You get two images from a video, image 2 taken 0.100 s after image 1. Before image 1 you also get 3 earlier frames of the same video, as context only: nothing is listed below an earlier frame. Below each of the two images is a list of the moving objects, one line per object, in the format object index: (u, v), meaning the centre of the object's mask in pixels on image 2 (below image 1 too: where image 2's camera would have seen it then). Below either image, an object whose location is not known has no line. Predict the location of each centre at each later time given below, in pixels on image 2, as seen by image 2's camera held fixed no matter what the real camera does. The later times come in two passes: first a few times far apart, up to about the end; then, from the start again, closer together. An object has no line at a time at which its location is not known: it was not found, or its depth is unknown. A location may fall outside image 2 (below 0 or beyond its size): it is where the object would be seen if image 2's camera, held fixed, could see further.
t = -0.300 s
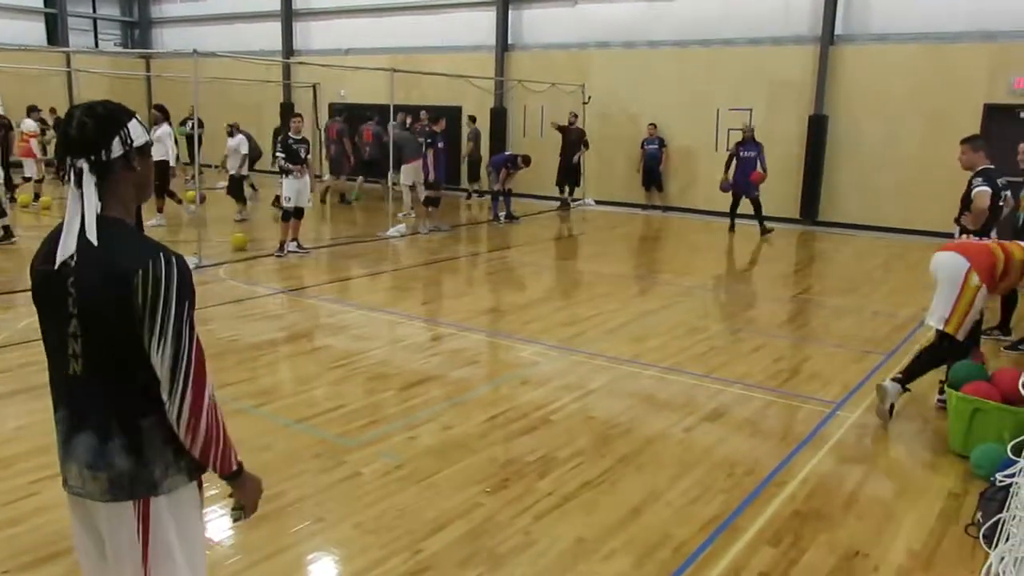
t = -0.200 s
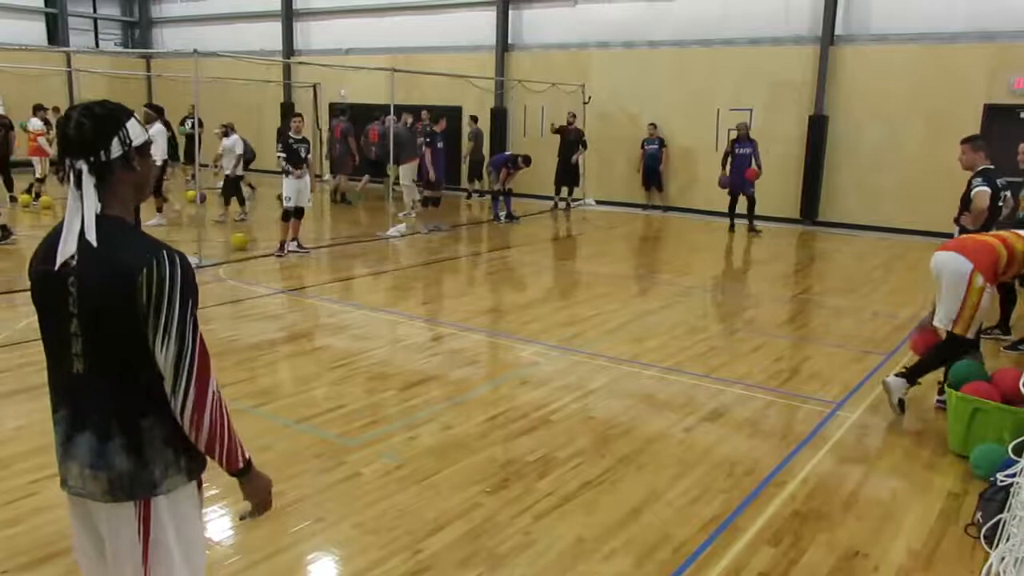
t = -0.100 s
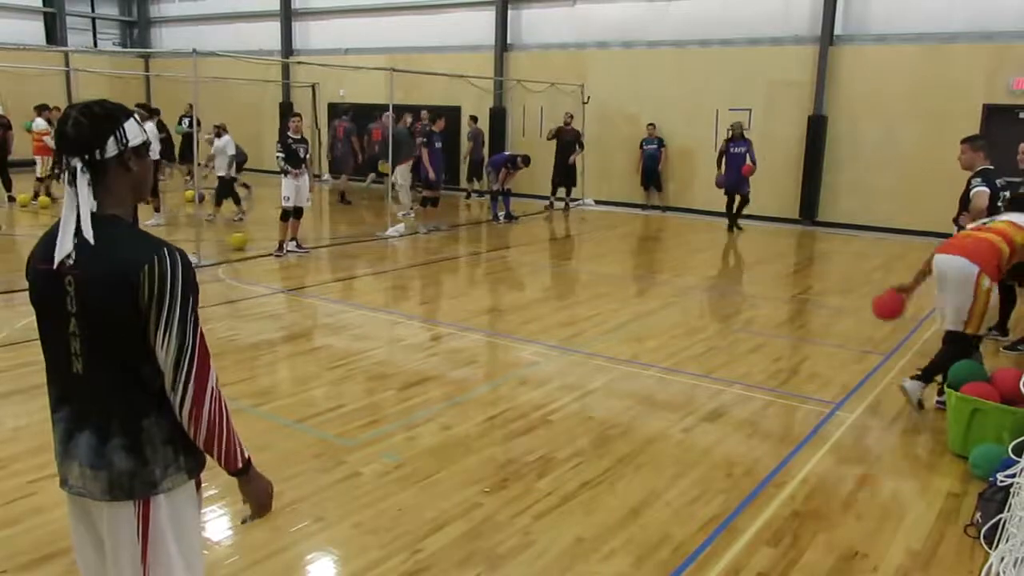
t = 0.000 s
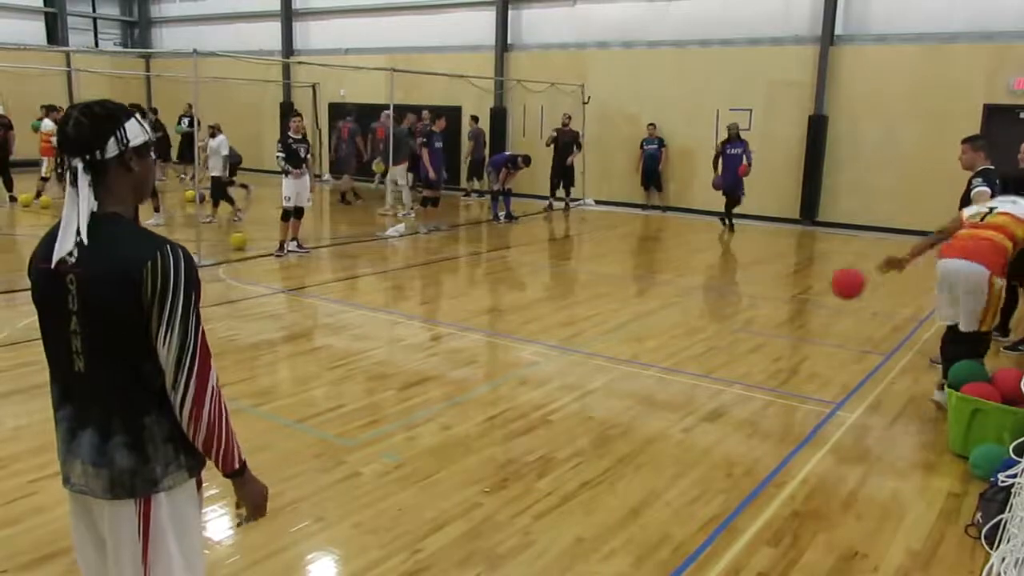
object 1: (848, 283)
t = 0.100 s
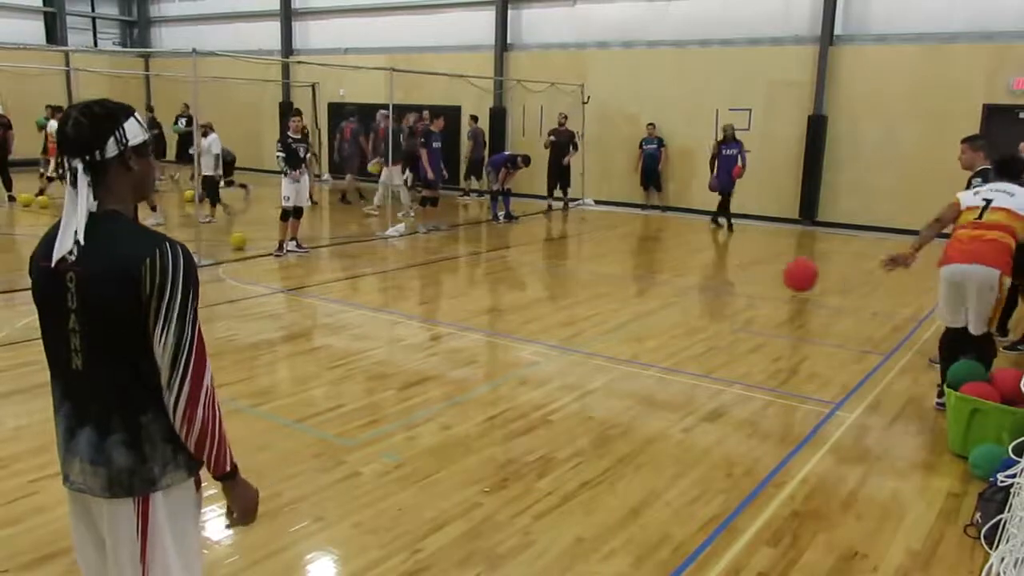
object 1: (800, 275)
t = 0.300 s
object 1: (698, 304)
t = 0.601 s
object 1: (532, 423)
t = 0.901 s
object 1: (428, 376)
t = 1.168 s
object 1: (322, 478)
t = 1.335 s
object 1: (254, 451)
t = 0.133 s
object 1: (784, 275)
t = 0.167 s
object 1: (768, 276)
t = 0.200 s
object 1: (751, 281)
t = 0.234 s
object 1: (733, 287)
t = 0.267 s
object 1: (714, 296)
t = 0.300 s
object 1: (698, 304)
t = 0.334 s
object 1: (678, 317)
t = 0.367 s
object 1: (659, 331)
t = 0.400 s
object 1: (639, 347)
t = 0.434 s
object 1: (619, 365)
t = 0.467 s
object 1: (597, 386)
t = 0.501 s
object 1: (576, 409)
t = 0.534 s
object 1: (554, 437)
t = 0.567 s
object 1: (543, 437)
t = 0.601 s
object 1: (532, 423)
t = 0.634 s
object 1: (521, 411)
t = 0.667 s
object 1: (511, 400)
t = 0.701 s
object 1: (499, 389)
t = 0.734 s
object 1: (489, 383)
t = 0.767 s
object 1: (477, 378)
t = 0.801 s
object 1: (465, 375)
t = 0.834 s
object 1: (454, 373)
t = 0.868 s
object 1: (441, 373)
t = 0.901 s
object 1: (428, 376)
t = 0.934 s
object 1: (415, 381)
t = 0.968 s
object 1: (403, 387)
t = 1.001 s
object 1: (390, 396)
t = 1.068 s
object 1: (364, 423)
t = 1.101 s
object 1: (351, 439)
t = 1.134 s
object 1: (337, 457)
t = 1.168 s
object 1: (322, 478)
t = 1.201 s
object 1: (308, 490)
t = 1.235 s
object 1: (295, 477)
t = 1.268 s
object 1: (282, 466)
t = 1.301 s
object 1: (268, 458)
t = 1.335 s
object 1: (254, 451)
